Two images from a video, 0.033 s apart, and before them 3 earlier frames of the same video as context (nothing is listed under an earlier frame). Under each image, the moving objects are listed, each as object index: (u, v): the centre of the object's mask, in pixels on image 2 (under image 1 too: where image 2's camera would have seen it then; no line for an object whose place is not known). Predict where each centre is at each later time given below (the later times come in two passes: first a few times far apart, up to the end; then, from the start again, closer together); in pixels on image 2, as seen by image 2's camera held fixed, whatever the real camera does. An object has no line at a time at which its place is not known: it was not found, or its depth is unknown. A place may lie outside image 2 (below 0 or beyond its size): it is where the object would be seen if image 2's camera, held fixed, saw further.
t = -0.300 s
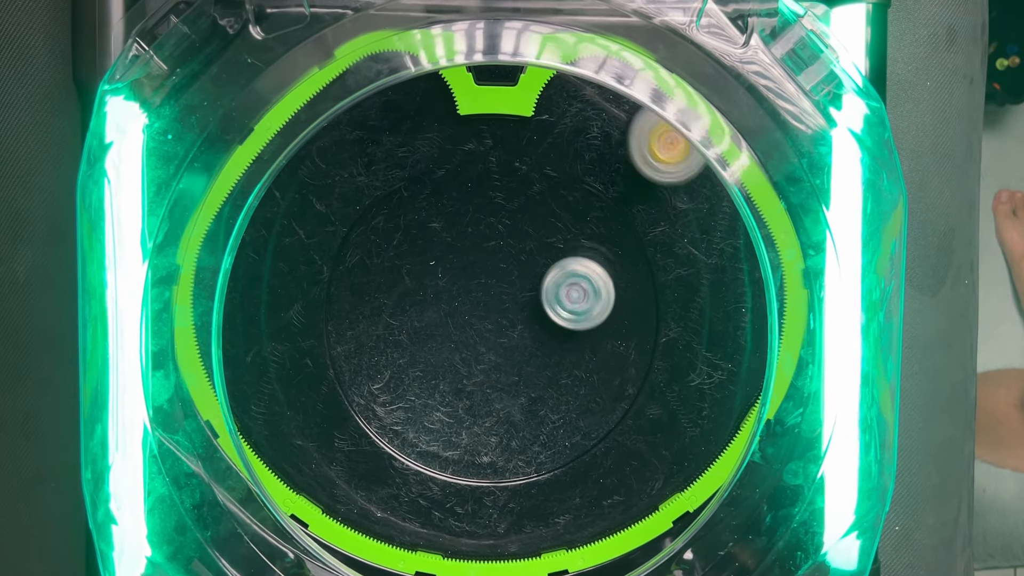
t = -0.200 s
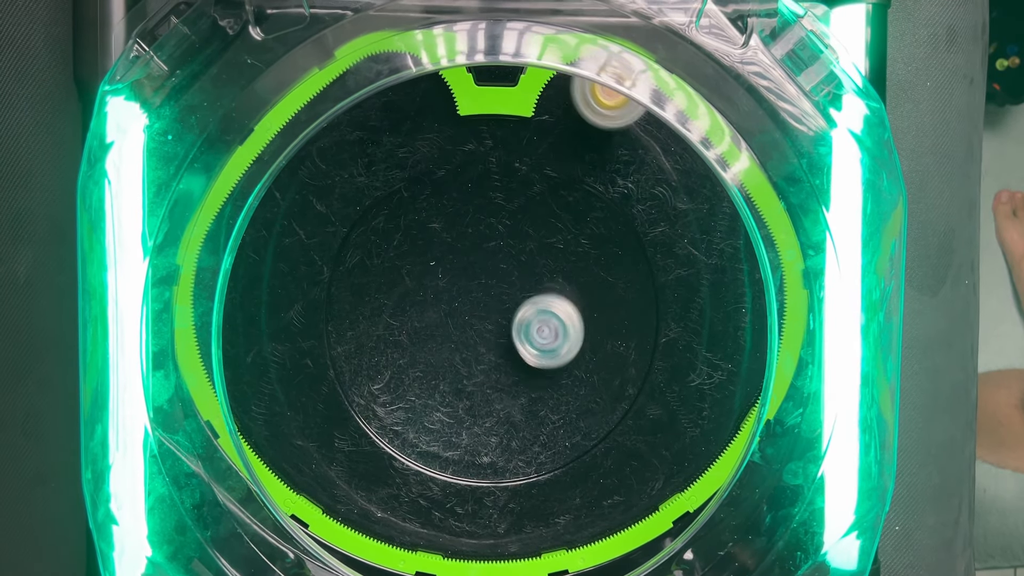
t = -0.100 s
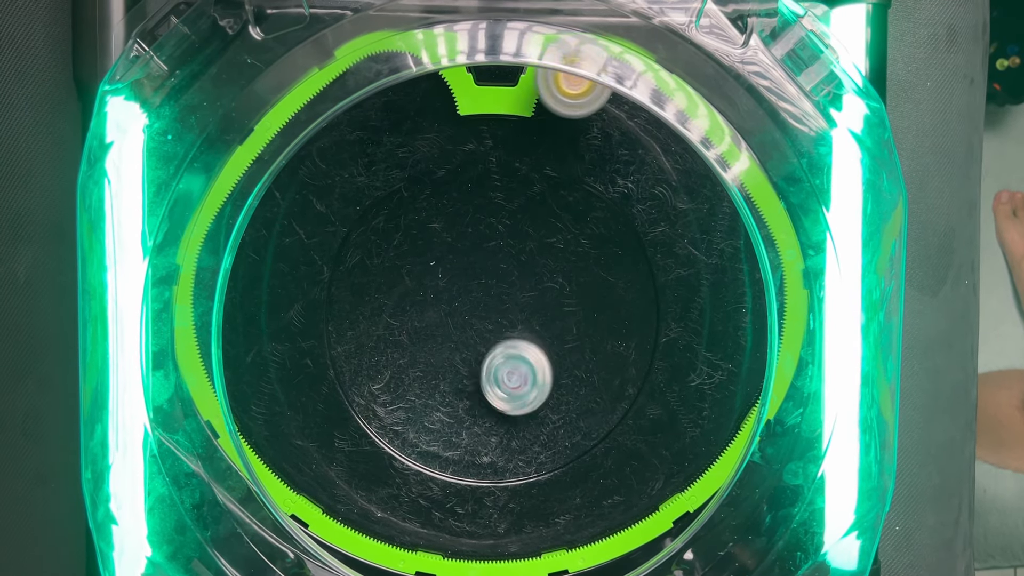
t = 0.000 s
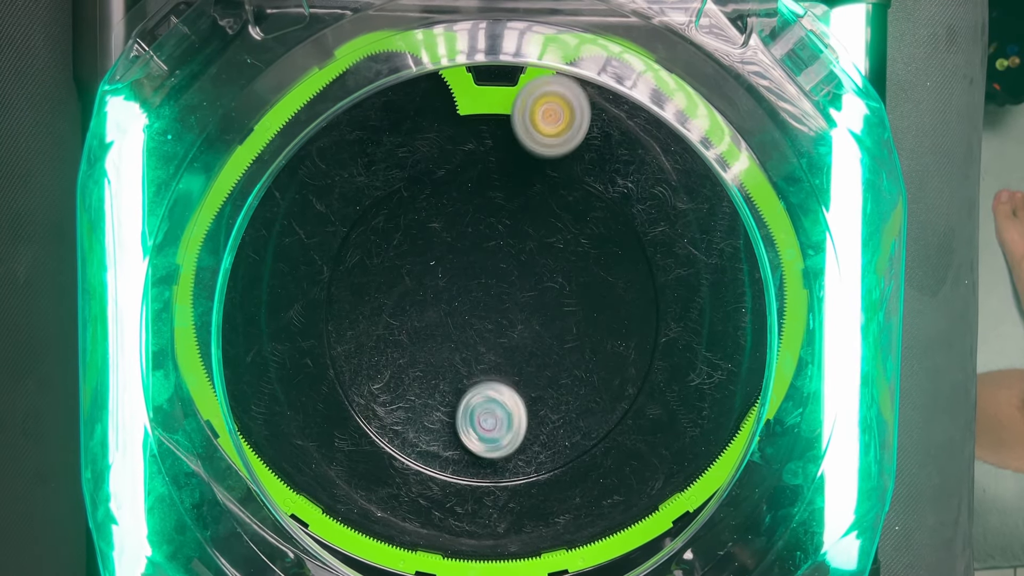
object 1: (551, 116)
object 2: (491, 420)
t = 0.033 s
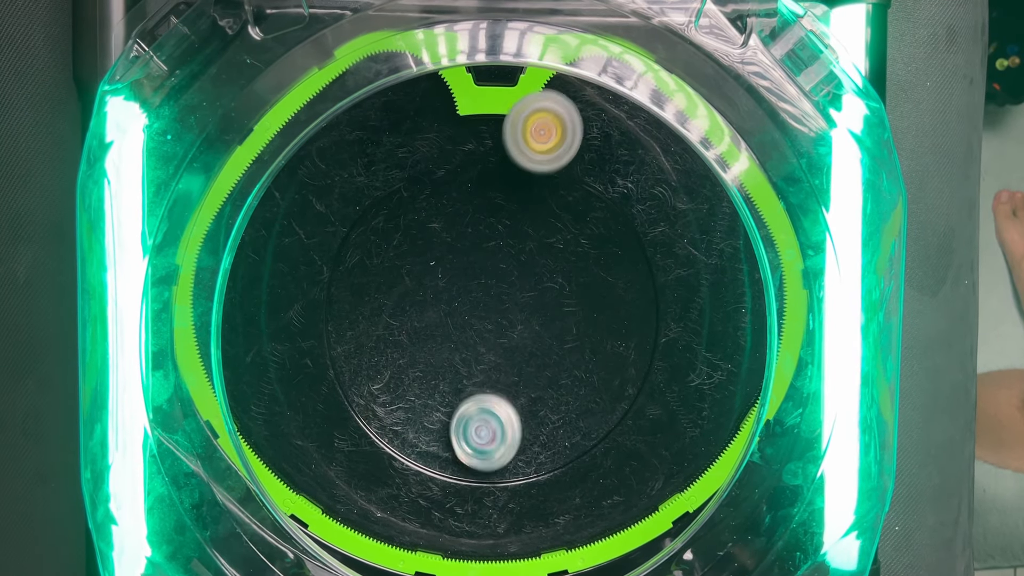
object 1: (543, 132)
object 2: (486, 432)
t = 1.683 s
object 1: (328, 529)
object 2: (784, 222)
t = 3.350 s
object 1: (581, 320)
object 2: (399, 209)
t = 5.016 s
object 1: (485, 247)
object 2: (468, 385)
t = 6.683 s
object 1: (426, 393)
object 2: (506, 274)
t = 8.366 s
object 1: (558, 382)
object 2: (443, 344)
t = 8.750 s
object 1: (482, 364)
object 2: (498, 189)
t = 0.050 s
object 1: (538, 140)
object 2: (483, 437)
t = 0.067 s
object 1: (534, 148)
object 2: (480, 442)
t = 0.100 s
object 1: (523, 162)
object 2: (477, 450)
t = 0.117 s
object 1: (517, 169)
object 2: (475, 453)
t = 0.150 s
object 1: (505, 184)
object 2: (474, 458)
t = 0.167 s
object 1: (498, 191)
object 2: (473, 460)
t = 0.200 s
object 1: (485, 205)
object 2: (473, 462)
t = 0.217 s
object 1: (479, 212)
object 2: (473, 462)
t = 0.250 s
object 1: (466, 225)
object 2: (474, 460)
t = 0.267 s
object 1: (461, 231)
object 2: (475, 458)
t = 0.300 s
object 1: (452, 244)
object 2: (478, 453)
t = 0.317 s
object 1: (449, 250)
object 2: (479, 450)
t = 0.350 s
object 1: (443, 264)
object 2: (481, 442)
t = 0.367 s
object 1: (441, 271)
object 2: (482, 438)
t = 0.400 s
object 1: (439, 284)
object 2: (485, 427)
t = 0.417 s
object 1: (439, 291)
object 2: (486, 421)
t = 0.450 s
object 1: (439, 305)
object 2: (488, 409)
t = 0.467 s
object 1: (440, 313)
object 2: (489, 404)
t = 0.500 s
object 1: (443, 326)
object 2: (489, 390)
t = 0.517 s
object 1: (445, 332)
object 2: (491, 385)
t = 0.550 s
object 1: (421, 278)
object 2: (516, 434)
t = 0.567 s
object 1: (406, 243)
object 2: (532, 467)
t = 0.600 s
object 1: (379, 175)
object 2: (561, 525)
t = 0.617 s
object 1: (370, 148)
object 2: (576, 541)
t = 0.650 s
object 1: (354, 93)
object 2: (595, 497)
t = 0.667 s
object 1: (346, 63)
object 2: (605, 474)
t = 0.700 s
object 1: (331, 29)
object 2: (620, 426)
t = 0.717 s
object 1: (323, 34)
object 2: (627, 402)
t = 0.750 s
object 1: (309, 63)
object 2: (637, 352)
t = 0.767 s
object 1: (302, 77)
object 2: (638, 328)
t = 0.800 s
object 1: (291, 104)
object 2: (637, 282)
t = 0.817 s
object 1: (287, 118)
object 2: (633, 258)
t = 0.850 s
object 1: (281, 143)
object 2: (622, 216)
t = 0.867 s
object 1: (278, 155)
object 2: (614, 196)
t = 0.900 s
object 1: (267, 172)
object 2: (583, 172)
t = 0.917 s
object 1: (267, 184)
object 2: (566, 162)
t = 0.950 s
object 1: (257, 199)
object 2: (528, 146)
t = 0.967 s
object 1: (254, 207)
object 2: (507, 140)
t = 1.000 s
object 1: (239, 217)
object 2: (463, 129)
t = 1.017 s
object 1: (237, 222)
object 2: (440, 126)
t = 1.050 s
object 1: (230, 233)
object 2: (396, 121)
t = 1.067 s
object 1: (225, 238)
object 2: (369, 117)
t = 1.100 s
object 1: (215, 247)
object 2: (321, 114)
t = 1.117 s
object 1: (211, 252)
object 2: (295, 115)
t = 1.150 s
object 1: (207, 260)
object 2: (272, 160)
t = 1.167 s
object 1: (204, 265)
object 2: (264, 183)
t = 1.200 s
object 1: (180, 291)
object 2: (278, 211)
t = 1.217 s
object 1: (167, 313)
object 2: (308, 205)
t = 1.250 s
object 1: (168, 354)
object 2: (371, 195)
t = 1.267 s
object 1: (177, 375)
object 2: (402, 190)
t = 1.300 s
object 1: (195, 414)
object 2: (462, 184)
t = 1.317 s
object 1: (201, 429)
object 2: (491, 182)
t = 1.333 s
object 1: (210, 443)
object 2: (521, 181)
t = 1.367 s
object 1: (224, 472)
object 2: (576, 183)
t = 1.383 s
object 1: (230, 484)
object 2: (602, 184)
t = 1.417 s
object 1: (239, 507)
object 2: (653, 188)
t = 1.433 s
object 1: (244, 516)
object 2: (676, 191)
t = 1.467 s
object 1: (261, 525)
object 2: (719, 195)
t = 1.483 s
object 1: (271, 527)
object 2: (739, 198)
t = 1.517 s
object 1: (287, 531)
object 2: (775, 203)
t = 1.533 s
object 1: (295, 532)
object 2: (785, 211)
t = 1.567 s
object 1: (307, 534)
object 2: (805, 220)
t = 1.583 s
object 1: (312, 535)
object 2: (814, 223)
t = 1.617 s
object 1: (320, 533)
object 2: (808, 224)
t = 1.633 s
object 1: (323, 532)
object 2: (799, 225)
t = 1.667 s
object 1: (327, 530)
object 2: (788, 223)
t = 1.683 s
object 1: (328, 529)
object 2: (784, 222)
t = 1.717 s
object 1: (330, 527)
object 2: (763, 225)
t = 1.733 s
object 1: (331, 525)
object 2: (747, 229)
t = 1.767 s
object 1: (337, 512)
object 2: (733, 232)
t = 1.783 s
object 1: (340, 505)
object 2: (728, 234)
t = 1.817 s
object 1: (345, 495)
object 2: (713, 237)
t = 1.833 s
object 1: (347, 489)
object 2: (708, 239)
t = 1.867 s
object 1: (351, 479)
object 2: (697, 243)
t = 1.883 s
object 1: (352, 473)
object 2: (692, 247)
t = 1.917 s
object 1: (356, 460)
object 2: (682, 253)
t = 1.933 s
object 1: (358, 454)
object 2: (678, 256)
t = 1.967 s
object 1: (361, 441)
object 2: (670, 264)
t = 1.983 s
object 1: (364, 434)
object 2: (667, 268)
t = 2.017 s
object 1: (370, 420)
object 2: (662, 278)
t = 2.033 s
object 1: (376, 413)
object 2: (659, 283)
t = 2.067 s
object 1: (388, 400)
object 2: (655, 294)
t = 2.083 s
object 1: (395, 393)
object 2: (653, 300)
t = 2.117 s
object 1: (409, 381)
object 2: (645, 312)
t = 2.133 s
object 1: (416, 374)
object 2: (639, 318)
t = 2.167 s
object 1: (429, 362)
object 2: (627, 330)
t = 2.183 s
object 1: (435, 356)
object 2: (622, 336)
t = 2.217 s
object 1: (447, 344)
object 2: (609, 349)
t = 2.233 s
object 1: (452, 338)
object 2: (602, 355)
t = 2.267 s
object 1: (462, 327)
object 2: (590, 368)
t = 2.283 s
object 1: (466, 322)
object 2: (584, 374)
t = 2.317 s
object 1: (475, 311)
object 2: (572, 387)
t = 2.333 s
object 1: (479, 306)
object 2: (565, 394)
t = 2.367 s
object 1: (486, 297)
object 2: (553, 406)
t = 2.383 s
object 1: (490, 292)
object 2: (548, 412)
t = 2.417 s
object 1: (496, 282)
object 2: (536, 423)
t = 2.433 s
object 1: (499, 277)
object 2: (531, 429)
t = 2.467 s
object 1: (506, 267)
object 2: (521, 438)
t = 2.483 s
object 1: (510, 262)
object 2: (516, 443)
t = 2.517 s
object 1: (518, 253)
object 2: (506, 451)
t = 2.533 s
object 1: (521, 249)
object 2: (502, 455)
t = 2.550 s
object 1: (524, 245)
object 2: (498, 459)
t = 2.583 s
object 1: (531, 237)
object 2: (491, 466)
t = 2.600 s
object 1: (535, 233)
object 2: (487, 468)
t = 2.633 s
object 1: (542, 226)
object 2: (480, 475)
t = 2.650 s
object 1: (545, 222)
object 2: (477, 476)
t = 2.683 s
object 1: (552, 217)
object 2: (473, 472)
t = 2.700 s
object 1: (556, 214)
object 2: (470, 469)
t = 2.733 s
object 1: (563, 210)
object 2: (465, 465)
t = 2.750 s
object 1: (566, 208)
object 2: (463, 463)
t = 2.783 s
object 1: (572, 206)
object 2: (459, 459)
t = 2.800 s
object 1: (575, 206)
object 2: (458, 456)
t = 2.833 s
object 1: (580, 206)
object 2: (458, 451)
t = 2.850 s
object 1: (582, 207)
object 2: (458, 448)
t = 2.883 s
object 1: (587, 209)
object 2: (459, 442)
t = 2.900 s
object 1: (589, 210)
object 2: (460, 439)
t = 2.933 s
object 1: (592, 214)
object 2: (460, 430)
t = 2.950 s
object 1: (594, 217)
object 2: (460, 424)
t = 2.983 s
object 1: (597, 222)
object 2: (460, 411)
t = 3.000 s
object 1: (598, 225)
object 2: (460, 404)
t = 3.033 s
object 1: (600, 232)
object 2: (459, 386)
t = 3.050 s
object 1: (601, 235)
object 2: (457, 377)
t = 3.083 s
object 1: (601, 243)
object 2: (454, 357)
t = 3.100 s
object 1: (601, 248)
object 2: (452, 346)
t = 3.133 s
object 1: (599, 257)
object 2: (448, 324)
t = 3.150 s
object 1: (598, 261)
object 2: (445, 314)
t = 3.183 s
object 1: (596, 270)
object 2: (438, 292)
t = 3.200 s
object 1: (594, 275)
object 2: (435, 282)
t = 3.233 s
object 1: (592, 285)
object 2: (427, 261)
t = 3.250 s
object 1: (590, 290)
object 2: (423, 252)
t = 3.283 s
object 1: (588, 300)
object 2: (414, 234)
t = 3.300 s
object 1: (586, 305)
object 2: (410, 227)
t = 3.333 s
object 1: (583, 315)
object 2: (402, 214)
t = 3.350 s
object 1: (581, 320)
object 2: (399, 209)
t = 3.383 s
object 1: (577, 329)
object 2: (394, 201)
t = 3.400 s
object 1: (575, 334)
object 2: (392, 200)
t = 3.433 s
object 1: (572, 343)
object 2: (390, 199)
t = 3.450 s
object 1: (570, 348)
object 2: (390, 201)
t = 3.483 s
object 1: (566, 356)
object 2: (393, 207)
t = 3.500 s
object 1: (564, 359)
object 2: (395, 210)
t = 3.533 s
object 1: (560, 366)
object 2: (399, 217)
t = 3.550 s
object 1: (558, 369)
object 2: (402, 221)
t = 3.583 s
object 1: (554, 375)
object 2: (407, 228)
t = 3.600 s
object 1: (552, 378)
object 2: (409, 232)
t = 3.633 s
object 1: (548, 383)
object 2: (416, 239)
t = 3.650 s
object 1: (545, 386)
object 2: (420, 243)
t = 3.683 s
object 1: (541, 390)
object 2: (431, 251)
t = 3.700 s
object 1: (539, 391)
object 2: (437, 255)
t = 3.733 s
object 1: (534, 394)
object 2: (452, 265)
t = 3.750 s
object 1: (532, 395)
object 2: (461, 270)
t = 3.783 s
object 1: (527, 398)
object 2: (480, 279)
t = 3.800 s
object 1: (524, 399)
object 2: (491, 283)
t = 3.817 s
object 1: (521, 399)
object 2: (501, 287)
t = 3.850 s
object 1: (516, 400)
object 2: (523, 295)
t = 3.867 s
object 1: (513, 400)
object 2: (534, 299)
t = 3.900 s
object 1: (508, 399)
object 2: (557, 305)
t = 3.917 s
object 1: (505, 399)
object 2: (568, 306)
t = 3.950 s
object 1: (499, 397)
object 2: (589, 309)
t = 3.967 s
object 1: (496, 396)
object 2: (598, 310)
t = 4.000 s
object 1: (490, 393)
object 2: (617, 311)
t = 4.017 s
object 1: (487, 392)
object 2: (625, 311)
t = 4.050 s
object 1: (481, 389)
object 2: (638, 311)
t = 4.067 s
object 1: (478, 387)
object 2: (644, 310)
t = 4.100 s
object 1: (472, 383)
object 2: (651, 310)
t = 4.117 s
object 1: (469, 381)
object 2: (649, 309)
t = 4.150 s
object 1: (463, 377)
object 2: (639, 309)
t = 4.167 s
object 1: (460, 374)
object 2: (634, 310)
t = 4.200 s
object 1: (454, 368)
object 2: (622, 310)
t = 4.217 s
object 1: (451, 365)
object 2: (616, 310)
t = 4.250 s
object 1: (447, 359)
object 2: (603, 312)
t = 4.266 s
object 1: (445, 355)
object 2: (597, 314)
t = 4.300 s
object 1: (442, 349)
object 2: (585, 317)
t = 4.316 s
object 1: (440, 345)
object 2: (579, 318)
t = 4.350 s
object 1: (438, 338)
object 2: (567, 323)
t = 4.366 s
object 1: (437, 335)
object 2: (561, 325)
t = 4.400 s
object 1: (435, 328)
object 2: (549, 330)
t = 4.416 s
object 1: (434, 324)
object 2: (543, 332)
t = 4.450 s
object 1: (434, 317)
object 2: (531, 339)
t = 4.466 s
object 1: (434, 314)
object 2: (524, 343)
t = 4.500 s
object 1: (434, 307)
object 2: (513, 352)
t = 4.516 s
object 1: (434, 303)
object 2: (507, 356)
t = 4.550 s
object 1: (435, 297)
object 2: (497, 366)
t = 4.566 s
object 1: (436, 293)
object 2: (492, 371)
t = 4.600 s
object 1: (438, 287)
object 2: (484, 381)
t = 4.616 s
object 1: (439, 284)
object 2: (480, 387)
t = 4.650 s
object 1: (442, 278)
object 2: (474, 397)
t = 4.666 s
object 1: (443, 275)
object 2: (471, 401)
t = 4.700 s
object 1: (447, 270)
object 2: (467, 407)
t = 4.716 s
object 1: (448, 268)
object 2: (465, 410)
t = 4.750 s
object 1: (451, 263)
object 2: (462, 412)
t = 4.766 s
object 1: (453, 261)
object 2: (461, 412)
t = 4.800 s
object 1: (456, 257)
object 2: (459, 410)
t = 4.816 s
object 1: (458, 256)
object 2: (460, 409)
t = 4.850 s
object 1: (462, 252)
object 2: (460, 407)
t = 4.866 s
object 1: (464, 251)
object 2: (461, 405)
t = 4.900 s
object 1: (468, 249)
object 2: (463, 401)
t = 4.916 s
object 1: (470, 248)
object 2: (463, 400)
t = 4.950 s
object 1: (475, 247)
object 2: (465, 396)
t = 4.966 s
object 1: (477, 247)
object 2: (466, 394)
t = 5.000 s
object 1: (483, 247)
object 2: (467, 389)
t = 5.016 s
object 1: (485, 247)
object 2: (468, 385)
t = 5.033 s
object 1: (488, 248)
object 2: (469, 381)
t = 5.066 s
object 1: (495, 250)
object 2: (470, 371)
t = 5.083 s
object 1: (498, 250)
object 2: (470, 366)
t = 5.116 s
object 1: (503, 252)
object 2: (472, 353)
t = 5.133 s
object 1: (506, 253)
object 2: (472, 345)
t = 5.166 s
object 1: (512, 255)
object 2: (472, 331)
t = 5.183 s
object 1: (515, 256)
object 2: (472, 323)
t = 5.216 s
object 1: (530, 251)
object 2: (465, 316)
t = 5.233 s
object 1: (539, 248)
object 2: (459, 314)
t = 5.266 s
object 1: (555, 244)
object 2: (451, 308)
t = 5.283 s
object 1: (561, 244)
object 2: (447, 305)
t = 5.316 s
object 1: (570, 243)
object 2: (444, 301)
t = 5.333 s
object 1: (574, 242)
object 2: (443, 299)
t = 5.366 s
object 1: (582, 242)
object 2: (443, 296)
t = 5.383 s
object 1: (586, 243)
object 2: (444, 294)
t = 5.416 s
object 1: (594, 245)
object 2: (447, 293)
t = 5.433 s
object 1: (597, 247)
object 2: (448, 292)
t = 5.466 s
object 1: (603, 253)
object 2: (451, 290)
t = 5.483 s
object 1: (606, 256)
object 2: (453, 289)
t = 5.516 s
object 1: (611, 262)
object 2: (457, 288)
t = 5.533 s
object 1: (613, 266)
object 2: (460, 287)
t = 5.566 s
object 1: (616, 273)
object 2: (465, 285)
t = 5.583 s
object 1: (616, 277)
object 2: (467, 285)
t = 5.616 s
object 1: (618, 285)
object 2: (474, 284)
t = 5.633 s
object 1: (618, 290)
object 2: (477, 283)
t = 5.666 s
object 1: (618, 298)
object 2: (485, 282)
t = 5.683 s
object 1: (618, 302)
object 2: (488, 282)
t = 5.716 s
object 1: (617, 311)
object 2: (495, 281)
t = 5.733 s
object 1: (615, 315)
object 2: (499, 281)
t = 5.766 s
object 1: (613, 323)
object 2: (506, 281)
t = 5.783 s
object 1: (611, 328)
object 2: (510, 282)
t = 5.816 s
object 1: (607, 335)
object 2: (517, 283)
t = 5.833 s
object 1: (605, 339)
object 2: (520, 283)
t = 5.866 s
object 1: (601, 347)
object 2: (527, 285)
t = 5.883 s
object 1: (599, 350)
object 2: (531, 286)
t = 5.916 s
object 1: (594, 357)
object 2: (537, 287)
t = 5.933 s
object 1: (591, 360)
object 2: (539, 289)
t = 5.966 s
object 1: (585, 365)
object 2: (543, 292)
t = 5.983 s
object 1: (582, 368)
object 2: (545, 294)
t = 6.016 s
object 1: (576, 373)
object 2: (549, 297)
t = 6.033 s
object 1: (573, 375)
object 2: (550, 299)
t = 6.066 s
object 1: (567, 378)
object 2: (551, 303)
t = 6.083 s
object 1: (564, 384)
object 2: (552, 301)
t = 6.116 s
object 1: (557, 404)
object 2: (552, 288)
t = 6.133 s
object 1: (553, 412)
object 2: (551, 284)
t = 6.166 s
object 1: (544, 422)
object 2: (550, 278)
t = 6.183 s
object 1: (540, 424)
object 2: (550, 276)
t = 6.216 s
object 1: (533, 429)
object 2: (550, 275)
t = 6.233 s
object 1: (530, 431)
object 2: (550, 276)
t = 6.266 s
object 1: (522, 434)
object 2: (548, 275)
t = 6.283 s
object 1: (518, 435)
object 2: (547, 275)
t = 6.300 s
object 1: (513, 436)
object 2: (546, 275)
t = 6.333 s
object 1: (505, 437)
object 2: (545, 274)
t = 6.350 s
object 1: (501, 438)
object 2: (544, 273)
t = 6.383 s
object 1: (493, 438)
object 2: (544, 272)
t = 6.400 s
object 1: (488, 437)
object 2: (543, 272)
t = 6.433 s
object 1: (480, 435)
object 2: (541, 272)
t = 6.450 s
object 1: (476, 434)
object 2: (540, 271)
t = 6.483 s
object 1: (467, 431)
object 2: (537, 271)
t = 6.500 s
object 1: (463, 429)
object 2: (536, 271)
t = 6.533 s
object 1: (456, 424)
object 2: (531, 271)
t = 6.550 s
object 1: (452, 422)
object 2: (529, 271)
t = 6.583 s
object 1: (445, 416)
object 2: (524, 271)
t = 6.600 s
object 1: (441, 412)
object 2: (521, 271)
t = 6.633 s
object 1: (435, 405)
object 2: (516, 272)
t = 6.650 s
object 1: (432, 401)
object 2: (512, 272)
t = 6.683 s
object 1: (426, 393)
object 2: (506, 274)
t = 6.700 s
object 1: (424, 388)
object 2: (502, 274)
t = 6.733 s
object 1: (420, 379)
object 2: (495, 276)
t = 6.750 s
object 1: (418, 374)
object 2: (492, 277)
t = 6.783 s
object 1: (415, 365)
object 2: (485, 280)
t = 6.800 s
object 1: (414, 360)
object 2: (482, 281)
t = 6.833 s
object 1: (413, 349)
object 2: (476, 284)
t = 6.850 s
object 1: (412, 345)
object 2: (473, 285)
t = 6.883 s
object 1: (410, 336)
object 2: (470, 286)
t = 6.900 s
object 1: (407, 334)
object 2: (473, 285)
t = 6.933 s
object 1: (403, 327)
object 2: (476, 284)
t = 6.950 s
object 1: (402, 324)
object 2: (477, 285)
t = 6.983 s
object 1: (401, 315)
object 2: (478, 286)
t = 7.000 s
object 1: (402, 311)
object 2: (477, 287)
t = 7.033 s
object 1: (395, 304)
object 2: (487, 288)
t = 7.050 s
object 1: (387, 301)
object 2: (498, 288)
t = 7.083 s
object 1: (375, 294)
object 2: (519, 286)
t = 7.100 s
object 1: (371, 289)
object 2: (528, 286)
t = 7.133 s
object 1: (369, 280)
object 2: (548, 284)
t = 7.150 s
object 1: (369, 276)
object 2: (557, 282)
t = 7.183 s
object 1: (373, 267)
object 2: (575, 279)
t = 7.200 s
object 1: (375, 263)
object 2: (584, 278)
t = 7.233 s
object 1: (382, 256)
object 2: (598, 275)
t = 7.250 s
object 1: (386, 252)
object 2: (605, 274)
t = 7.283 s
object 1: (394, 247)
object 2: (615, 273)
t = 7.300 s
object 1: (399, 244)
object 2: (619, 272)
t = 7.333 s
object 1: (408, 239)
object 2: (625, 272)
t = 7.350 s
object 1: (413, 238)
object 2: (626, 273)
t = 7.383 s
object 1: (422, 234)
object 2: (628, 275)
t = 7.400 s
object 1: (427, 233)
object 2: (627, 276)
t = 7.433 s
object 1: (437, 232)
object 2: (624, 279)
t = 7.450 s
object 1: (441, 231)
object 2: (622, 279)
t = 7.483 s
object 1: (450, 232)
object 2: (617, 281)
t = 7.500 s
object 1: (455, 233)
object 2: (614, 282)
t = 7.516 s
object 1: (458, 234)
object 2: (611, 284)
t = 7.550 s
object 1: (467, 237)
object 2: (603, 288)
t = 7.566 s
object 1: (471, 238)
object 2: (599, 291)
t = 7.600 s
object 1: (479, 242)
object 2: (588, 298)
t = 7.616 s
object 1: (484, 244)
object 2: (582, 302)
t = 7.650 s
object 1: (492, 250)
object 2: (569, 311)
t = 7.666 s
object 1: (497, 253)
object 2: (562, 315)
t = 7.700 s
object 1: (506, 258)
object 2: (546, 325)
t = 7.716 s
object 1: (510, 261)
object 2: (539, 331)
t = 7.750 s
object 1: (518, 264)
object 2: (523, 346)
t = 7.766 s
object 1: (523, 267)
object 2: (516, 354)
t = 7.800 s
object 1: (531, 272)
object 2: (502, 368)
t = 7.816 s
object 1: (535, 276)
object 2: (495, 375)
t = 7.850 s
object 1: (543, 283)
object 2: (482, 389)
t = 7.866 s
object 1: (547, 287)
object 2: (476, 394)
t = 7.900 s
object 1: (554, 295)
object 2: (464, 407)
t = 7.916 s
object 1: (557, 299)
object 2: (458, 413)
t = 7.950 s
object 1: (562, 307)
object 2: (448, 422)
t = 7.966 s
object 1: (565, 311)
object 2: (443, 427)
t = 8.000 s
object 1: (570, 319)
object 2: (436, 432)
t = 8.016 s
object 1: (571, 323)
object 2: (433, 434)
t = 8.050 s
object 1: (574, 332)
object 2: (429, 435)
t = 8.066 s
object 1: (576, 336)
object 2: (427, 435)
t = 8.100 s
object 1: (577, 343)
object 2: (425, 432)
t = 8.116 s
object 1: (578, 347)
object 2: (425, 430)
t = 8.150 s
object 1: (578, 355)
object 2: (426, 425)
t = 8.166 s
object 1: (577, 358)
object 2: (426, 422)
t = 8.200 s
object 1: (576, 365)
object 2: (427, 415)
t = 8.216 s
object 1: (575, 368)
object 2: (428, 410)
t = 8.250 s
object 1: (572, 374)
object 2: (430, 399)
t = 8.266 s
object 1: (570, 376)
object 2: (432, 393)
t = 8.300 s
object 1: (566, 379)
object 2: (435, 379)
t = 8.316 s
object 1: (564, 380)
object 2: (436, 371)
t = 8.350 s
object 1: (560, 382)
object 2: (441, 353)
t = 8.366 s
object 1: (558, 382)
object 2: (443, 344)
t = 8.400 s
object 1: (553, 384)
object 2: (448, 326)
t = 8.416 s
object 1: (551, 384)
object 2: (450, 317)
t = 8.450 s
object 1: (546, 383)
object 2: (455, 299)
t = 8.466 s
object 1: (544, 383)
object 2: (457, 290)
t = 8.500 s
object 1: (539, 382)
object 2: (462, 272)
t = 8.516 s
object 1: (537, 383)
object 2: (464, 264)
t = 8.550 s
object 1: (531, 382)
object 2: (470, 246)
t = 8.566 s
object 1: (528, 382)
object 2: (473, 238)
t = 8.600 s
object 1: (521, 381)
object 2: (477, 223)
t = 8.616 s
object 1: (517, 380)
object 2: (480, 216)
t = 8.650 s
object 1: (508, 377)
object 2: (485, 205)
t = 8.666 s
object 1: (504, 375)
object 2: (487, 201)
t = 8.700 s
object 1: (495, 371)
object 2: (491, 194)
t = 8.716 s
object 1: (491, 369)
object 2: (494, 191)
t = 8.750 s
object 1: (482, 364)
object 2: (498, 189)
